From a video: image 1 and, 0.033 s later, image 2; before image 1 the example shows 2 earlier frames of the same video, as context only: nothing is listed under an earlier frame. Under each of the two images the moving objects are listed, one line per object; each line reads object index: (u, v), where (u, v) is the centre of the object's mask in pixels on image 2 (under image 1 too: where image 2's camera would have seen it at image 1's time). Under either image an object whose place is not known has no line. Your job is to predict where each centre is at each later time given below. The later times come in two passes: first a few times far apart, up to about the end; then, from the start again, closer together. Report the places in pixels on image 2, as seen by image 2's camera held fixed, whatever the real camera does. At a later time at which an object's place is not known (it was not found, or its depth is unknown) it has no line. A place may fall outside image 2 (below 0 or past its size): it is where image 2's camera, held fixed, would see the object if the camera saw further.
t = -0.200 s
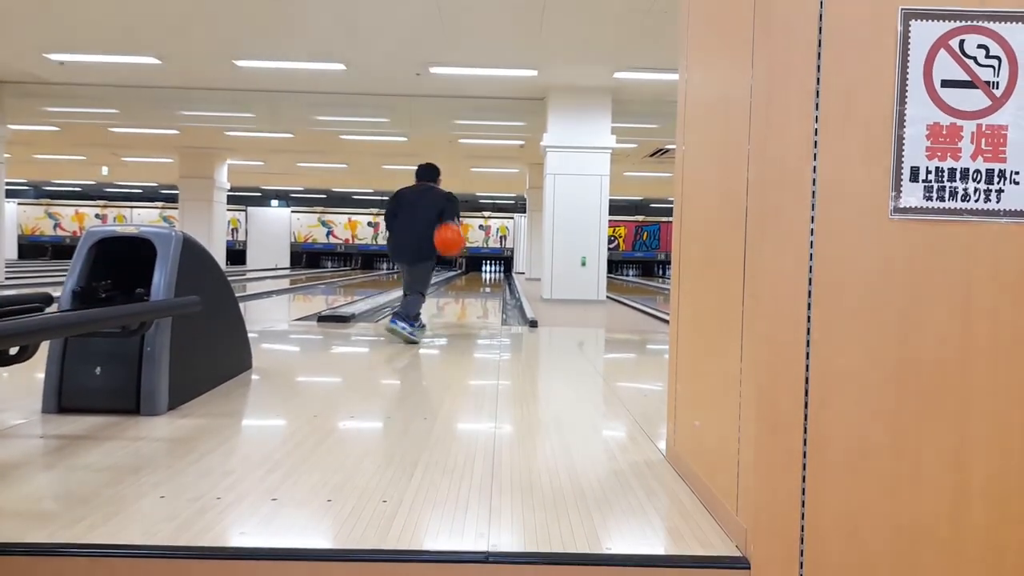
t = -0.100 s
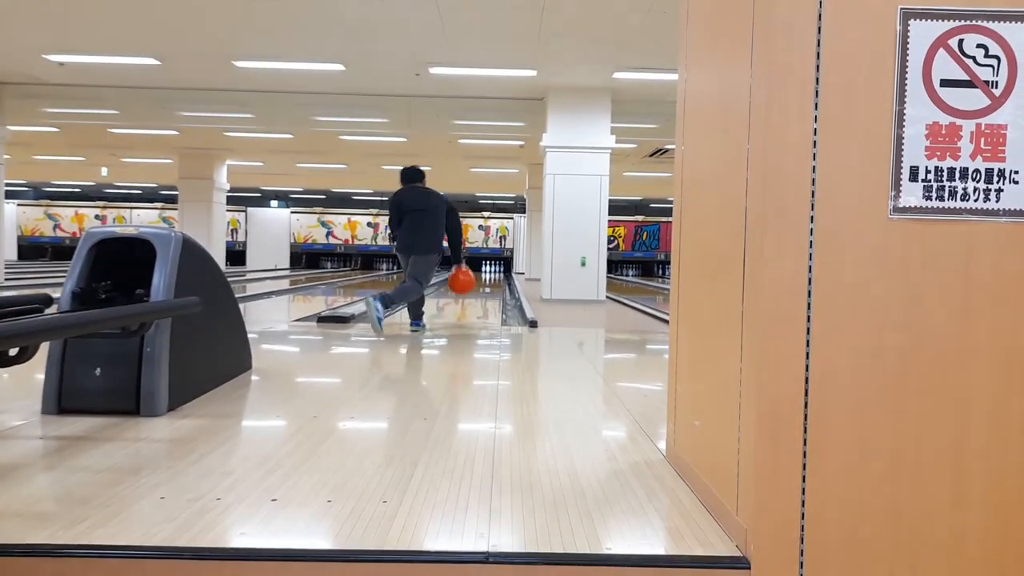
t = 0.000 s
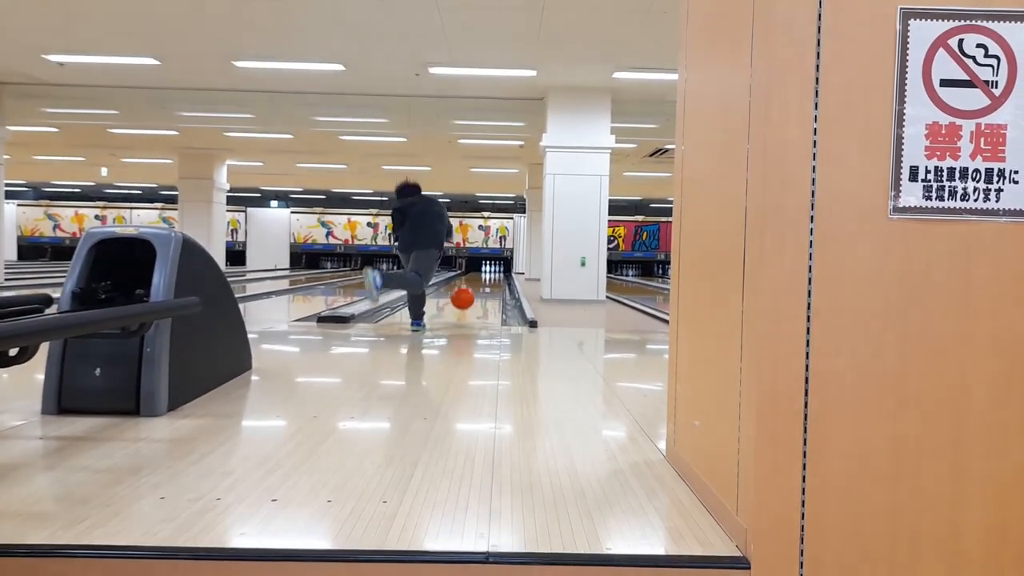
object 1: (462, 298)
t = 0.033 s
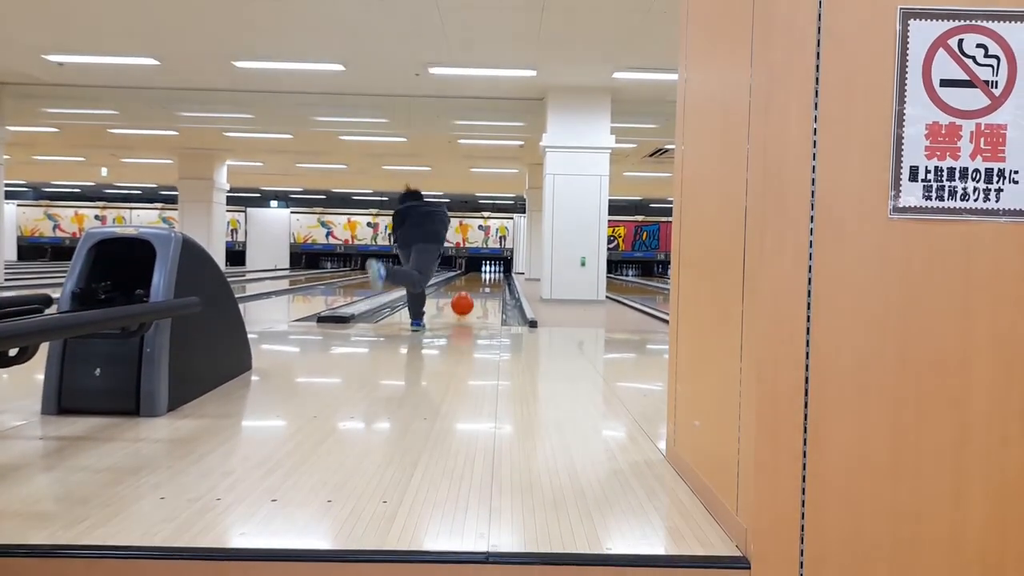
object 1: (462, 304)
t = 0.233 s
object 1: (463, 298)
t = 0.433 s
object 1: (463, 291)
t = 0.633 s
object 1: (467, 283)
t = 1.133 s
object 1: (464, 277)
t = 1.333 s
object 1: (463, 276)
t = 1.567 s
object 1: (463, 273)
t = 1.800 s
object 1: (461, 273)
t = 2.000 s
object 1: (462, 272)
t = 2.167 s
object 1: (465, 271)
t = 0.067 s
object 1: (462, 305)
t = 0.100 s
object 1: (462, 303)
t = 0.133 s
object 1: (462, 301)
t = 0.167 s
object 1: (462, 300)
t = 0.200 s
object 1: (462, 300)
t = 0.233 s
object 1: (463, 298)
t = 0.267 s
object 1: (462, 297)
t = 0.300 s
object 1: (462, 295)
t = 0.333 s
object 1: (463, 294)
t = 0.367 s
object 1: (462, 293)
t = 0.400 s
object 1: (462, 292)
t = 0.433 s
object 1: (463, 291)
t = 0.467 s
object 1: (464, 290)
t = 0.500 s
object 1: (465, 289)
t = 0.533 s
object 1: (466, 287)
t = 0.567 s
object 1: (466, 286)
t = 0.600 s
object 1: (466, 285)
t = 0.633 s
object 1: (467, 283)
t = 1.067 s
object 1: (466, 277)
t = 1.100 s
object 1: (465, 277)
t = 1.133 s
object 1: (464, 277)
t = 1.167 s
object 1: (463, 277)
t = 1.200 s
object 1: (462, 277)
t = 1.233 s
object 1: (463, 276)
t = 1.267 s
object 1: (463, 276)
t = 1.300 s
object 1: (463, 276)
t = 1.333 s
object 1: (463, 276)
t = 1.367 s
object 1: (463, 275)
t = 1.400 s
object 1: (463, 275)
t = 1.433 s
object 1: (463, 275)
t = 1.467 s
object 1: (463, 274)
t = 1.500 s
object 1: (463, 274)
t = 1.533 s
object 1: (463, 274)
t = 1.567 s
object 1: (463, 273)
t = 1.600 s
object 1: (463, 273)
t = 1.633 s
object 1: (463, 273)
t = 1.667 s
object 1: (463, 273)
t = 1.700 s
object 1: (463, 273)
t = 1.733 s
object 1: (462, 273)
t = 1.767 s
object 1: (462, 273)
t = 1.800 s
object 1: (461, 273)
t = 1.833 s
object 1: (461, 273)
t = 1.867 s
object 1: (461, 273)
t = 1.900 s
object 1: (462, 273)
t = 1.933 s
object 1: (462, 273)
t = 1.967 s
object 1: (462, 273)
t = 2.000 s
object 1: (462, 272)
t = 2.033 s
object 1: (463, 272)
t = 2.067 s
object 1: (463, 272)
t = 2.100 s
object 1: (464, 272)
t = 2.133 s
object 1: (464, 272)
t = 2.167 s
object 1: (465, 271)
